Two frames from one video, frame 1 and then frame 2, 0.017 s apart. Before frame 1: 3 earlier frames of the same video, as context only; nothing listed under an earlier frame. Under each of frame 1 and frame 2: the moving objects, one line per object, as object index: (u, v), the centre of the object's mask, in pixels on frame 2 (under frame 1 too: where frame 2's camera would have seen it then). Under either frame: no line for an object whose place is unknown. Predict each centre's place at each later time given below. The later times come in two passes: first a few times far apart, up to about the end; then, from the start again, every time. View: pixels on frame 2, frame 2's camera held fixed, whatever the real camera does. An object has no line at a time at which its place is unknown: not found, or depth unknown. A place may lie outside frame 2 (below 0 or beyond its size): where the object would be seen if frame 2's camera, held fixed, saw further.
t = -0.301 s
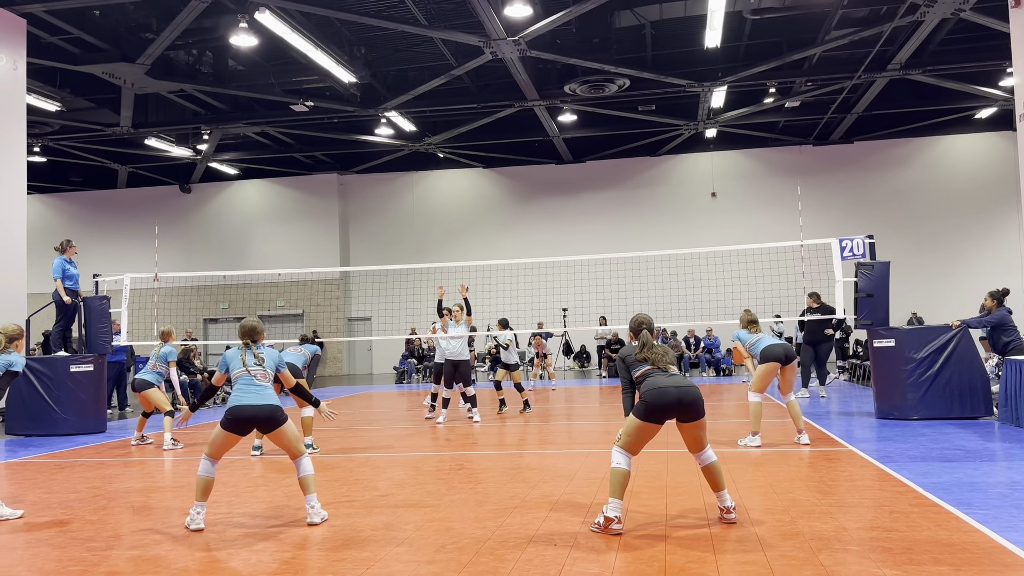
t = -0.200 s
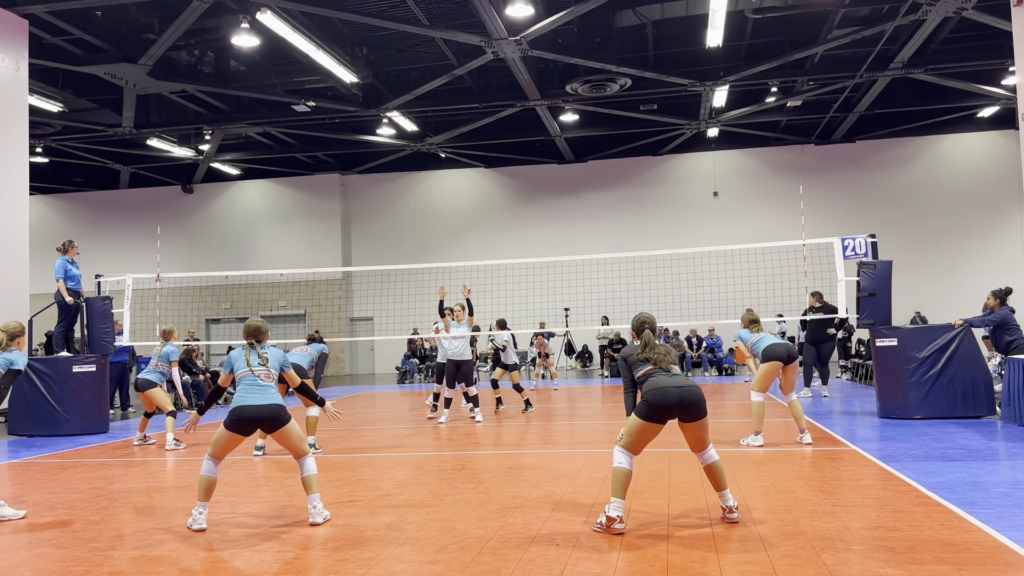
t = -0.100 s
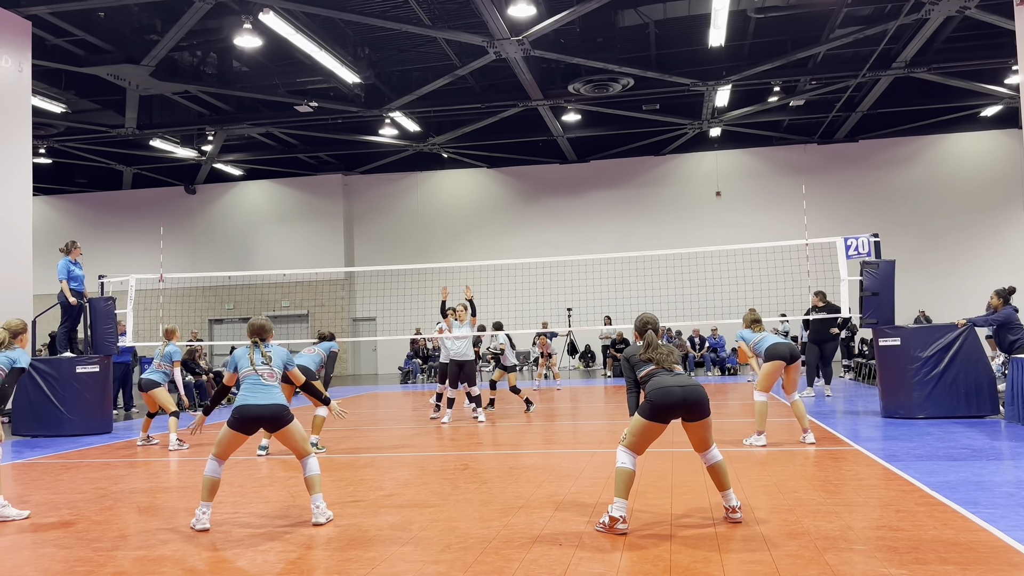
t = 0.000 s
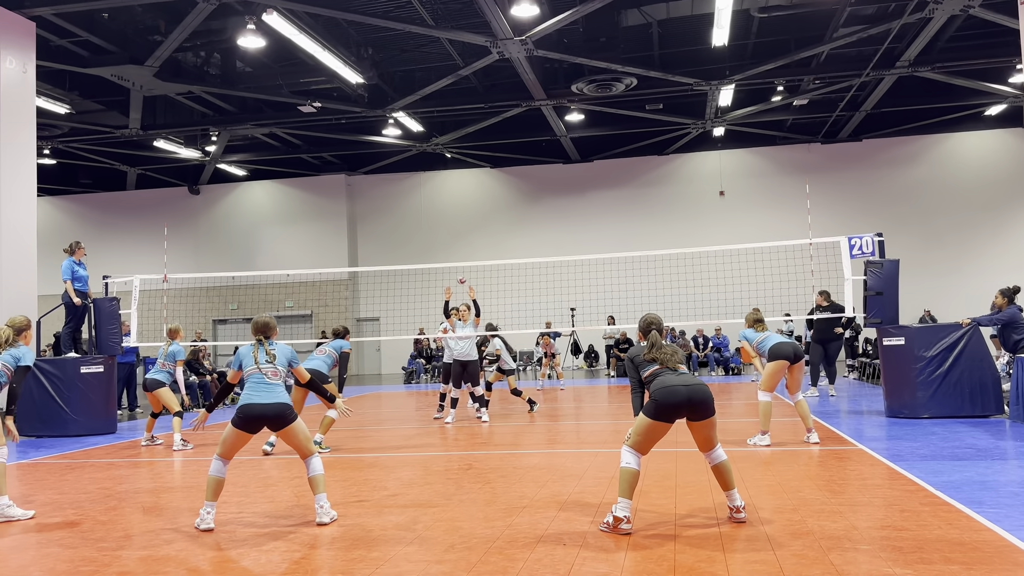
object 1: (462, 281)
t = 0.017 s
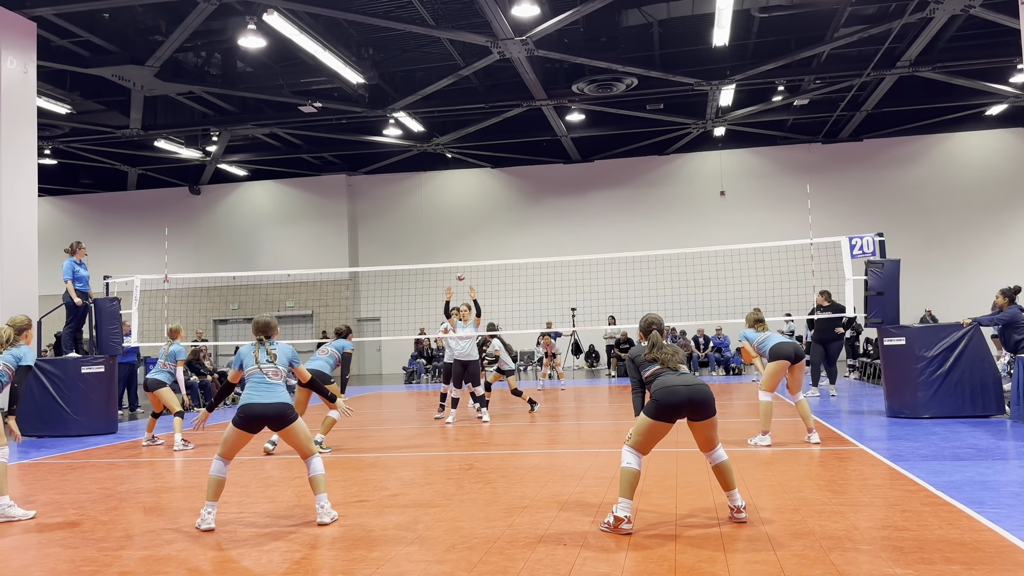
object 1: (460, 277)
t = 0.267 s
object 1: (425, 237)
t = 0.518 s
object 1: (368, 214)
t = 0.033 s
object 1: (458, 273)
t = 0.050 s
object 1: (456, 271)
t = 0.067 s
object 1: (454, 269)
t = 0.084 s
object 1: (452, 264)
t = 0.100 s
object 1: (450, 260)
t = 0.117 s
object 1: (448, 258)
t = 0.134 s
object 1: (446, 256)
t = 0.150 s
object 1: (443, 253)
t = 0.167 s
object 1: (441, 251)
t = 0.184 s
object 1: (438, 248)
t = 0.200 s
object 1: (436, 246)
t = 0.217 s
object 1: (434, 243)
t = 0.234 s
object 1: (431, 241)
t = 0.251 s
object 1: (428, 239)
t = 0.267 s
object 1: (425, 237)
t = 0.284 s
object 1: (422, 235)
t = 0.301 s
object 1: (419, 233)
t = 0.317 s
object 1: (416, 231)
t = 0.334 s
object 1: (413, 230)
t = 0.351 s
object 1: (409, 227)
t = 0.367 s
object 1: (405, 226)
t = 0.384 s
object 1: (402, 224)
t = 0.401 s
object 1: (398, 223)
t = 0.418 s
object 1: (394, 221)
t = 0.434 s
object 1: (390, 220)
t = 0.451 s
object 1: (386, 219)
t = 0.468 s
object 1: (382, 218)
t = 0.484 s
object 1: (377, 216)
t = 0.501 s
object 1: (373, 215)
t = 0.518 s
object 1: (368, 214)
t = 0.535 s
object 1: (363, 213)
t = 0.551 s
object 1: (358, 213)
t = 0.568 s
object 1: (353, 212)
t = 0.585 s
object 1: (348, 212)
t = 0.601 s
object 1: (342, 211)
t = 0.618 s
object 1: (336, 211)
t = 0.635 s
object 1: (330, 211)
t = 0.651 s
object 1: (324, 211)
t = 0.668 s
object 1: (317, 211)
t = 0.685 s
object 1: (311, 211)
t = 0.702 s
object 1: (304, 211)
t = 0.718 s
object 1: (297, 212)
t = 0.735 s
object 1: (289, 213)
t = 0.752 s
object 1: (281, 214)
